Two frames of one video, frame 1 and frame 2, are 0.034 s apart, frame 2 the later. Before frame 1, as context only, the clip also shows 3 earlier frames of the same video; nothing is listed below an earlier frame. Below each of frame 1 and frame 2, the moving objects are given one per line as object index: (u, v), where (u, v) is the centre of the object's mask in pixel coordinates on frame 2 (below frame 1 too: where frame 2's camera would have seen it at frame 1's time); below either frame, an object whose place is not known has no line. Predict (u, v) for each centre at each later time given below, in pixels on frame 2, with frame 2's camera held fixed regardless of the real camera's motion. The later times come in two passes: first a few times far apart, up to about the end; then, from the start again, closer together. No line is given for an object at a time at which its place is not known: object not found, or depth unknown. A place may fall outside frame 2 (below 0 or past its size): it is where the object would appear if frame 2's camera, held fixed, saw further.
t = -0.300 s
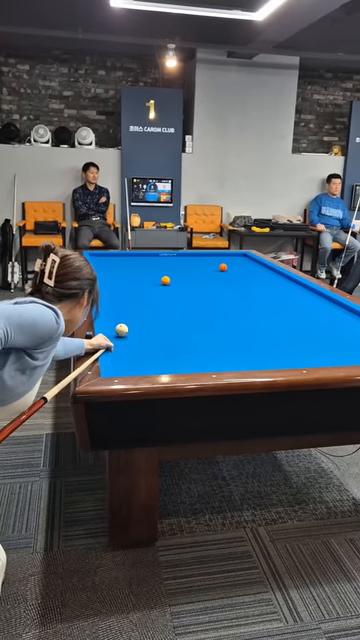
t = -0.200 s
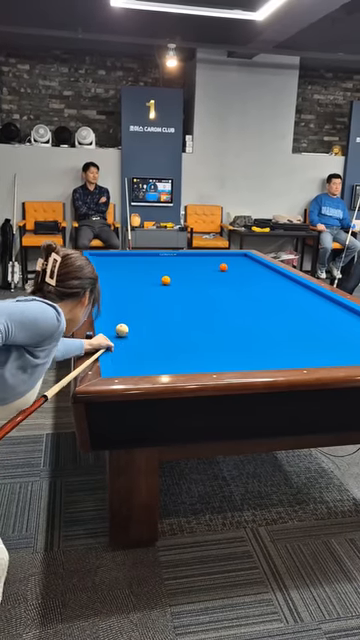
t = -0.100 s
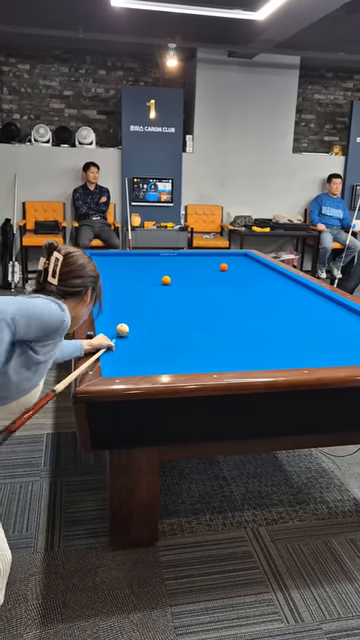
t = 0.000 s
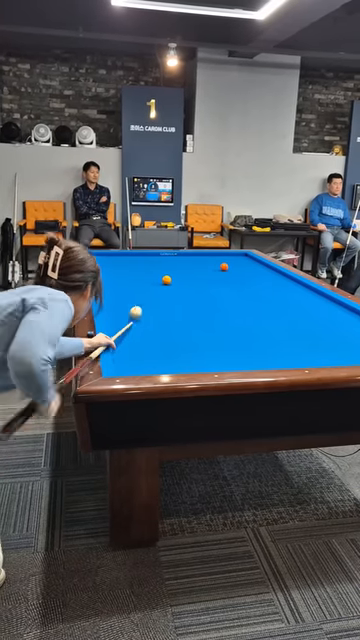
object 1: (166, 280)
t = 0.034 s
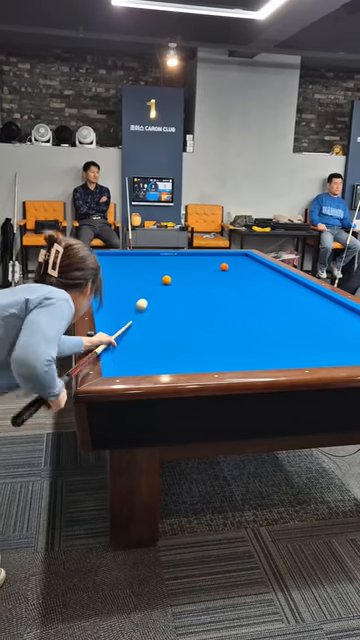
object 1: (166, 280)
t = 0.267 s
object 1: (202, 274)
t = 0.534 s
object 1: (257, 264)
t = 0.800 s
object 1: (189, 258)
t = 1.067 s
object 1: (138, 254)
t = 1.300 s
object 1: (101, 254)
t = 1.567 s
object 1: (119, 258)
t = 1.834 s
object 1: (144, 262)
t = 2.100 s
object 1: (171, 265)
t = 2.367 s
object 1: (199, 270)
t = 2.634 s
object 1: (228, 274)
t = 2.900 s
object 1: (259, 278)
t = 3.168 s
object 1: (291, 283)
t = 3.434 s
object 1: (298, 287)
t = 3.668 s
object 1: (293, 290)
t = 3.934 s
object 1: (288, 294)
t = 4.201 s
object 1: (283, 298)
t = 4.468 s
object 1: (277, 302)
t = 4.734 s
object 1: (271, 307)
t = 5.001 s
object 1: (264, 312)
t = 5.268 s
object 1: (258, 317)
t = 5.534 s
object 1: (251, 322)
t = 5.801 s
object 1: (244, 327)
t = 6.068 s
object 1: (237, 333)
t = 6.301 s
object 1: (229, 338)
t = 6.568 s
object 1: (221, 344)
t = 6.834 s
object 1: (213, 350)
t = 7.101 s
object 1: (204, 357)
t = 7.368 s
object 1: (195, 362)
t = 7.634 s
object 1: (185, 365)
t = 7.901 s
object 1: (174, 363)
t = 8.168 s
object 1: (164, 362)
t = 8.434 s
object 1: (154, 360)
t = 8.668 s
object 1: (147, 358)
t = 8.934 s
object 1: (139, 356)
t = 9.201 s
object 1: (132, 354)
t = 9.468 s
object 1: (126, 352)
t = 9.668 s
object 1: (122, 351)
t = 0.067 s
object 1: (166, 280)
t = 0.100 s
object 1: (166, 280)
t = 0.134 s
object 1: (166, 280)
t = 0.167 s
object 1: (168, 280)
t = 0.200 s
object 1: (179, 278)
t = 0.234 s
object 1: (191, 276)
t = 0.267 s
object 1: (202, 274)
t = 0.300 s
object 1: (212, 273)
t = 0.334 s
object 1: (223, 270)
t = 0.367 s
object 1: (232, 269)
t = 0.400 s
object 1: (241, 268)
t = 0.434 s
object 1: (250, 267)
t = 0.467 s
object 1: (258, 266)
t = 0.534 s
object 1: (257, 264)
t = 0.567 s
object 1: (247, 263)
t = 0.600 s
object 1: (238, 262)
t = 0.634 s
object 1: (230, 261)
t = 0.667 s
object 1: (220, 261)
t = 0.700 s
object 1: (212, 260)
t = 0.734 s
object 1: (204, 260)
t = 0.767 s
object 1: (197, 259)
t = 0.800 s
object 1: (189, 258)
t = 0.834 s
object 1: (182, 258)
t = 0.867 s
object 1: (175, 257)
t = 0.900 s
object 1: (168, 256)
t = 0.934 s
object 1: (162, 256)
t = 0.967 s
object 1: (156, 255)
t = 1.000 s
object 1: (150, 255)
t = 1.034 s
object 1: (143, 254)
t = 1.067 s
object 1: (138, 254)
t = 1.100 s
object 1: (132, 254)
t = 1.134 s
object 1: (126, 253)
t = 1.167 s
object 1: (121, 253)
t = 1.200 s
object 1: (116, 253)
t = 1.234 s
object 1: (111, 254)
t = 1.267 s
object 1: (106, 254)
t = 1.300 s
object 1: (101, 254)
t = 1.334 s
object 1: (96, 255)
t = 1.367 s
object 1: (93, 255)
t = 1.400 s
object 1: (98, 256)
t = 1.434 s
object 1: (102, 256)
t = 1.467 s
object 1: (108, 257)
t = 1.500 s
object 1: (111, 257)
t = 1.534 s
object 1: (115, 258)
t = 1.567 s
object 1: (119, 258)
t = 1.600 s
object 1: (122, 258)
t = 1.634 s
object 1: (125, 259)
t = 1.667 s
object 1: (128, 259)
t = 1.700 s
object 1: (132, 260)
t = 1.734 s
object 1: (135, 260)
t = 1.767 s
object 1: (138, 261)
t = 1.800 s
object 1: (141, 261)
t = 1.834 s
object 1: (144, 262)
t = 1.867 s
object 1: (147, 262)
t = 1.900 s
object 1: (151, 263)
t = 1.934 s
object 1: (154, 263)
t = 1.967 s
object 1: (158, 263)
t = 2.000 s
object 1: (161, 264)
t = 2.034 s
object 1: (164, 264)
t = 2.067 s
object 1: (168, 265)
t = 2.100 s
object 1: (171, 265)
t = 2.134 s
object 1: (175, 266)
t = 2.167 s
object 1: (178, 267)
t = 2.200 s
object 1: (181, 267)
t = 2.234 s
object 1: (185, 267)
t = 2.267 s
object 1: (188, 268)
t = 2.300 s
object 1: (192, 269)
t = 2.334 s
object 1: (196, 269)
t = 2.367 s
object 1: (199, 270)
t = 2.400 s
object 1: (203, 270)
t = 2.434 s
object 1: (206, 271)
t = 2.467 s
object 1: (210, 271)
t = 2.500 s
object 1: (213, 272)
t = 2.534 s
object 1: (217, 272)
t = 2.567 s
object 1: (221, 273)
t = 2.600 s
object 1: (225, 273)
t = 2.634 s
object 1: (228, 274)
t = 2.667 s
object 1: (232, 274)
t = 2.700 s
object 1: (236, 275)
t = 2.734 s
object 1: (239, 276)
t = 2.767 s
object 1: (243, 276)
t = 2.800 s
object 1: (247, 276)
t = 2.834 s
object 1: (251, 277)
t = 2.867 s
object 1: (255, 278)
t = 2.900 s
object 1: (259, 278)
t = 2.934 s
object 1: (263, 279)
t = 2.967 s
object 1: (267, 279)
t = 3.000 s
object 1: (271, 280)
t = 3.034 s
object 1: (275, 280)
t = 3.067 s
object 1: (279, 281)
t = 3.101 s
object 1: (283, 282)
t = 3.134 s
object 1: (287, 282)
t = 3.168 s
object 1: (291, 283)
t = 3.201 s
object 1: (295, 283)
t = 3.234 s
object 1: (299, 284)
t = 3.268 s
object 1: (303, 285)
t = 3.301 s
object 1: (303, 285)
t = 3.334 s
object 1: (301, 285)
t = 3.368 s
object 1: (300, 286)
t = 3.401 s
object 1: (299, 287)
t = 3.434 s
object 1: (298, 287)
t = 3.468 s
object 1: (297, 287)
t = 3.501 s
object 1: (297, 288)
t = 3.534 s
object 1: (296, 288)
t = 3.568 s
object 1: (296, 289)
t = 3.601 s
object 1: (295, 289)
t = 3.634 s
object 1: (294, 290)
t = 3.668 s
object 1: (293, 290)
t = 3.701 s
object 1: (293, 291)
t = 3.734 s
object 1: (292, 291)
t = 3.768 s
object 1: (291, 292)
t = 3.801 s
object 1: (291, 292)
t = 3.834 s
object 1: (290, 293)
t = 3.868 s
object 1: (289, 293)
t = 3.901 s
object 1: (289, 294)
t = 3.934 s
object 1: (288, 294)
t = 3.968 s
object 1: (287, 295)
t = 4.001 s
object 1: (287, 295)
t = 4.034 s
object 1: (286, 296)
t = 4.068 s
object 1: (285, 296)
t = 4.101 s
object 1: (285, 297)
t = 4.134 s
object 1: (284, 297)
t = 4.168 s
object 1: (283, 298)
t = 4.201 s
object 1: (283, 298)
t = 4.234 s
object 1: (282, 299)
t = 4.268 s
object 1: (281, 299)
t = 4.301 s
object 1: (280, 300)
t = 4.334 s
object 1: (280, 300)
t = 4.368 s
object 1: (279, 301)
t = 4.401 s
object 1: (278, 301)
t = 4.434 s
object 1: (278, 302)
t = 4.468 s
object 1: (277, 302)
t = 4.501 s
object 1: (276, 303)
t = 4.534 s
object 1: (276, 304)
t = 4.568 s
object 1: (275, 304)
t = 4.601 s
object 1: (274, 305)
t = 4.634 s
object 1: (273, 305)
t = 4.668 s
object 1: (272, 306)
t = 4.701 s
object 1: (272, 306)
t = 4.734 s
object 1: (271, 307)
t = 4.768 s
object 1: (270, 308)
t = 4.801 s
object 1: (269, 308)
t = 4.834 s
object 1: (268, 309)
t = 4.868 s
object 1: (268, 309)
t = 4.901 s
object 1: (267, 310)
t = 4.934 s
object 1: (266, 310)
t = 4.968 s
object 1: (265, 311)
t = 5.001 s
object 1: (264, 312)
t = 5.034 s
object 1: (264, 312)
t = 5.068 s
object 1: (263, 313)
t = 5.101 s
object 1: (262, 314)
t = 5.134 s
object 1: (261, 314)
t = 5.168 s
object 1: (260, 315)
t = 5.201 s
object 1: (260, 315)
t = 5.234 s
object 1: (259, 316)
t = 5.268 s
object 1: (258, 317)
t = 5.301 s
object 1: (257, 317)
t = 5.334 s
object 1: (256, 318)
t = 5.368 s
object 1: (255, 318)
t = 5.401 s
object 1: (255, 319)
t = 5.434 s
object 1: (254, 320)
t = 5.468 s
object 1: (253, 320)
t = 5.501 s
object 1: (252, 321)
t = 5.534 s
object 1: (251, 322)
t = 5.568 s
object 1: (250, 322)
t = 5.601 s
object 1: (249, 323)
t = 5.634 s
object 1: (248, 324)
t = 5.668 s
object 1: (247, 324)
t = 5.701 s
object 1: (246, 325)
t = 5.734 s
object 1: (246, 326)
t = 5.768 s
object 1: (245, 326)
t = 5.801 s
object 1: (244, 327)
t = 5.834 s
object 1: (243, 328)
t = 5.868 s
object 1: (242, 328)
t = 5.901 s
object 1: (241, 329)
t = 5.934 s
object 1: (240, 330)
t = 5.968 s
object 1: (239, 331)
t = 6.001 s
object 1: (238, 331)
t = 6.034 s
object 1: (237, 332)
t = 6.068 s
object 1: (237, 333)
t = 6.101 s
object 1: (236, 333)
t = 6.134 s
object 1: (234, 334)
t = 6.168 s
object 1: (233, 335)
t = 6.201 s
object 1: (232, 335)
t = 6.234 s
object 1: (231, 336)
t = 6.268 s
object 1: (231, 337)
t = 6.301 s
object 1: (229, 338)
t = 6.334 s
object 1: (229, 339)
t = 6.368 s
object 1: (227, 339)
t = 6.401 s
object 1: (227, 340)
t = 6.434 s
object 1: (225, 341)
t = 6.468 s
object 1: (225, 341)
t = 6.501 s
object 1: (223, 342)
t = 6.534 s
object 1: (222, 343)
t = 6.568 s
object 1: (221, 344)
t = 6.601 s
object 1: (220, 344)
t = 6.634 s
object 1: (219, 345)
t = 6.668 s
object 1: (218, 346)
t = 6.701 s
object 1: (217, 347)
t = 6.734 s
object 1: (216, 347)
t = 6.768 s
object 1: (215, 348)
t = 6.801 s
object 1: (214, 349)
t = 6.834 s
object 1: (213, 350)
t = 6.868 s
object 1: (212, 351)
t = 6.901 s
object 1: (211, 352)
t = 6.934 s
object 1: (209, 353)
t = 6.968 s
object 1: (208, 353)
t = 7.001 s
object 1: (207, 354)
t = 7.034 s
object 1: (206, 355)
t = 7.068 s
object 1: (205, 356)
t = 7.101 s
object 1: (204, 357)
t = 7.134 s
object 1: (203, 358)
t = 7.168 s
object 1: (202, 358)
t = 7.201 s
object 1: (200, 359)
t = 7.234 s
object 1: (199, 360)
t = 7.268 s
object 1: (198, 361)
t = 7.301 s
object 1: (197, 361)
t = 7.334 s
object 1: (196, 362)
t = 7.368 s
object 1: (195, 362)
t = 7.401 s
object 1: (194, 363)
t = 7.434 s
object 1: (192, 363)
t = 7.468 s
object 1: (191, 364)
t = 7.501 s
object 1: (190, 364)
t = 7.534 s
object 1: (189, 365)
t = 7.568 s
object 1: (188, 365)
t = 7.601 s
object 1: (186, 365)
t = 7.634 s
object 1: (185, 365)
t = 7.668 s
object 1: (183, 365)
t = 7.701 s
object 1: (182, 365)
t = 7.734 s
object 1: (180, 364)
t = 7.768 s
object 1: (179, 364)
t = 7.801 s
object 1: (178, 364)
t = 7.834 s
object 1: (176, 364)
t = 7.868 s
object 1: (175, 364)
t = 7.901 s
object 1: (174, 363)
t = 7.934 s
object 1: (172, 363)
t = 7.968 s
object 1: (171, 363)
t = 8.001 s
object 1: (170, 363)
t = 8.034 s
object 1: (169, 363)
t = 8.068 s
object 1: (167, 362)
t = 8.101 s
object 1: (166, 362)
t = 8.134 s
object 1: (165, 362)
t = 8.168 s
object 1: (164, 362)
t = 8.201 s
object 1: (162, 362)
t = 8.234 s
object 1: (161, 362)
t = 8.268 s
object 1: (160, 361)
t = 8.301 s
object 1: (159, 361)
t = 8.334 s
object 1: (158, 361)
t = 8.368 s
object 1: (157, 360)
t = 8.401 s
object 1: (155, 360)
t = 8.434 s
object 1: (154, 360)
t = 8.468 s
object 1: (153, 359)
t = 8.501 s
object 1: (152, 359)
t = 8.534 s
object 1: (151, 359)
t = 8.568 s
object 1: (150, 359)
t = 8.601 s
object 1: (149, 359)
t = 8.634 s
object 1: (148, 358)
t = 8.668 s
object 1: (147, 358)
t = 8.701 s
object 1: (146, 357)
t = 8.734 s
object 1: (145, 357)
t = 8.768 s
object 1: (144, 357)
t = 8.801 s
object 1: (143, 357)
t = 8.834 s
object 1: (142, 356)
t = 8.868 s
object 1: (141, 356)
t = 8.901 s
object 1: (140, 356)
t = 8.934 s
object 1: (139, 356)
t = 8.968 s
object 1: (138, 356)
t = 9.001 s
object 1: (137, 355)
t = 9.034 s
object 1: (136, 355)
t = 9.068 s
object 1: (135, 355)
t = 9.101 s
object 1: (135, 354)
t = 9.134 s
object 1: (134, 354)
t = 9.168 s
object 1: (133, 354)
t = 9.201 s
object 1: (132, 354)
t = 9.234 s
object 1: (131, 353)
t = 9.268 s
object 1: (131, 353)
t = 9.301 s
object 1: (130, 353)
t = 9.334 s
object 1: (129, 353)
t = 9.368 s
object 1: (128, 353)
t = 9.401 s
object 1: (127, 352)
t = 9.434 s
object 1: (127, 352)
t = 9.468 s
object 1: (126, 352)
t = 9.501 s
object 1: (126, 352)
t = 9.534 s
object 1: (125, 351)
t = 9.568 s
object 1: (124, 351)
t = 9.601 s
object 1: (124, 351)
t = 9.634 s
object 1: (123, 351)
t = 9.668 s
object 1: (122, 351)
